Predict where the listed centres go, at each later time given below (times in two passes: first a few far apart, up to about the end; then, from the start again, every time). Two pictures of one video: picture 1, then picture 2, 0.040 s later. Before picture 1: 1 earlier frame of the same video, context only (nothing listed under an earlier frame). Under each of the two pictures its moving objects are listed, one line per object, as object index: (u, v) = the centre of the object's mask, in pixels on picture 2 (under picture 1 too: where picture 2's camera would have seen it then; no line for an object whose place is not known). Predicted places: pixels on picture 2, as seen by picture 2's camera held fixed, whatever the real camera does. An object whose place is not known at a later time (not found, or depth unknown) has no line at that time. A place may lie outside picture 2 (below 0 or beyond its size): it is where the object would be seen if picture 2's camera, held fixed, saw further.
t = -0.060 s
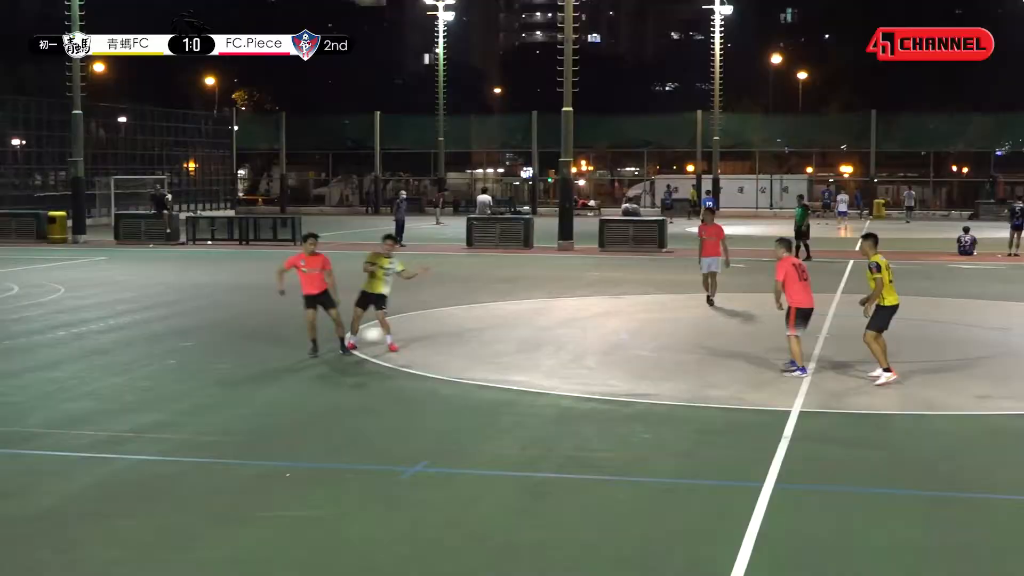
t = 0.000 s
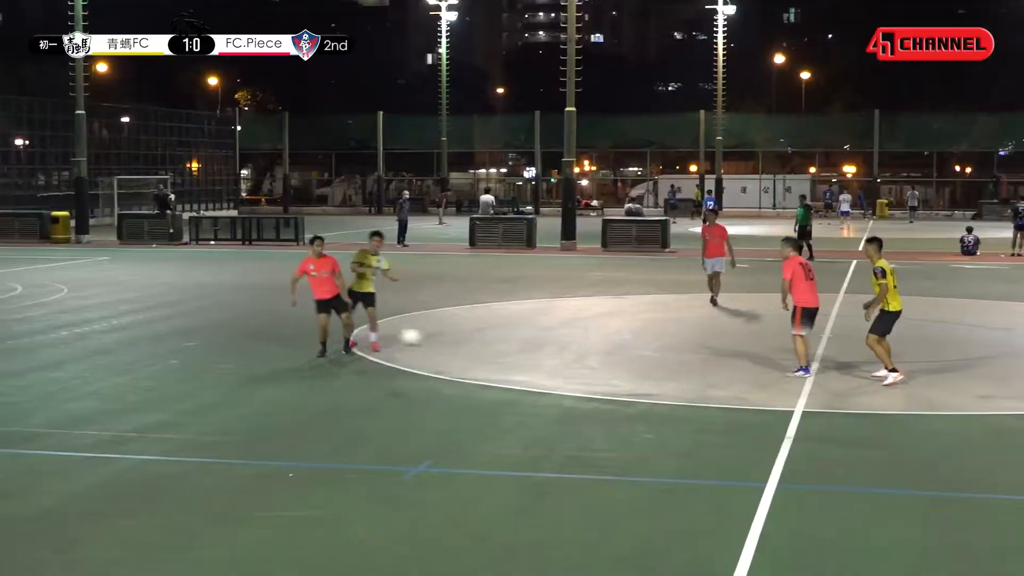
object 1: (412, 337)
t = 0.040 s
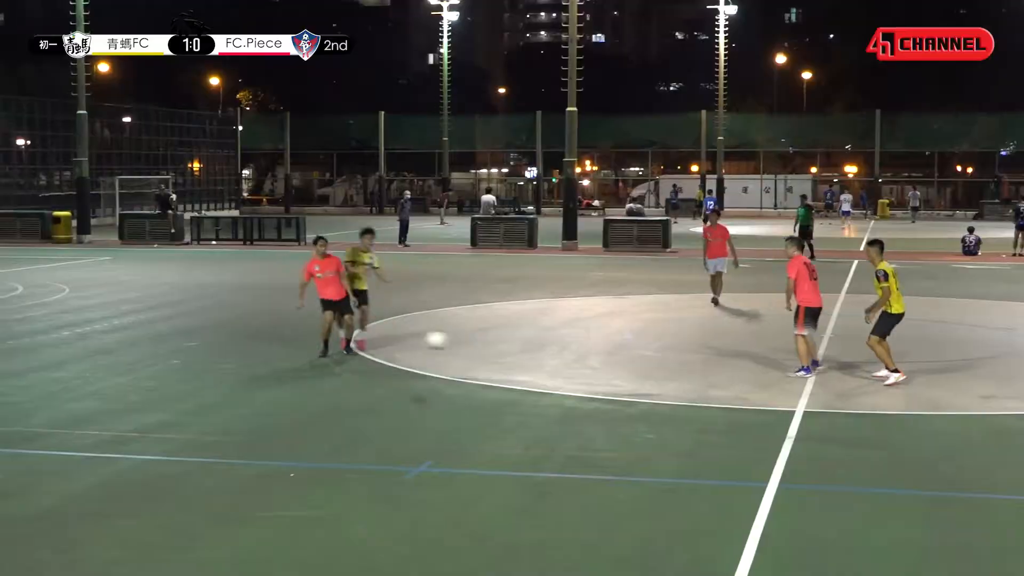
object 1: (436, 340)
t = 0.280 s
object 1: (597, 395)
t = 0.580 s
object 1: (757, 403)
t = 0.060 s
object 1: (448, 342)
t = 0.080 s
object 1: (460, 345)
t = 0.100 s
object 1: (473, 348)
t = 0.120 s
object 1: (486, 351)
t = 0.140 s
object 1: (499, 355)
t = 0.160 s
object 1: (512, 360)
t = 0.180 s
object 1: (526, 364)
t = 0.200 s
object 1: (539, 369)
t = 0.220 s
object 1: (553, 376)
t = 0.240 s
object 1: (567, 381)
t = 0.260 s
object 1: (582, 387)
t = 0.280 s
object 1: (597, 395)
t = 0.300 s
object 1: (613, 404)
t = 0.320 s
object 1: (624, 407)
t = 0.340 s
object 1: (634, 404)
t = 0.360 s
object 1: (644, 402)
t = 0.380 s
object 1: (654, 400)
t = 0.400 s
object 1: (664, 398)
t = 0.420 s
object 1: (674, 397)
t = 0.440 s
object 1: (684, 396)
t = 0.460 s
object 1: (695, 396)
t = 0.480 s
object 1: (705, 396)
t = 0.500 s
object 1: (715, 397)
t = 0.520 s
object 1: (725, 398)
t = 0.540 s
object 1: (736, 399)
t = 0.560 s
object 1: (747, 401)
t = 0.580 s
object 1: (757, 403)
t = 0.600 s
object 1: (768, 407)
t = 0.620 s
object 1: (778, 410)
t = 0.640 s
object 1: (788, 414)
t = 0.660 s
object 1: (801, 419)
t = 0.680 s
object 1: (812, 424)
